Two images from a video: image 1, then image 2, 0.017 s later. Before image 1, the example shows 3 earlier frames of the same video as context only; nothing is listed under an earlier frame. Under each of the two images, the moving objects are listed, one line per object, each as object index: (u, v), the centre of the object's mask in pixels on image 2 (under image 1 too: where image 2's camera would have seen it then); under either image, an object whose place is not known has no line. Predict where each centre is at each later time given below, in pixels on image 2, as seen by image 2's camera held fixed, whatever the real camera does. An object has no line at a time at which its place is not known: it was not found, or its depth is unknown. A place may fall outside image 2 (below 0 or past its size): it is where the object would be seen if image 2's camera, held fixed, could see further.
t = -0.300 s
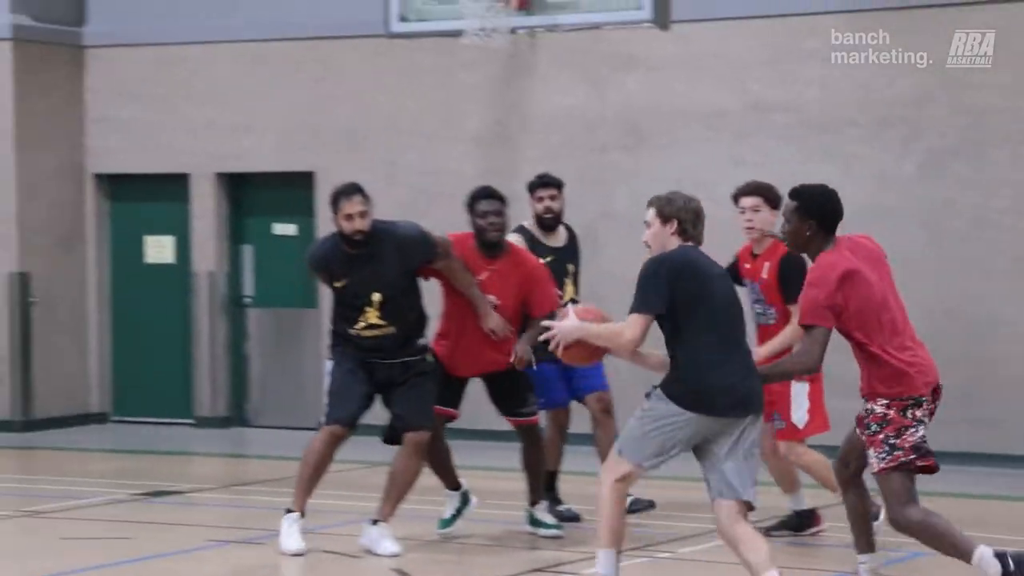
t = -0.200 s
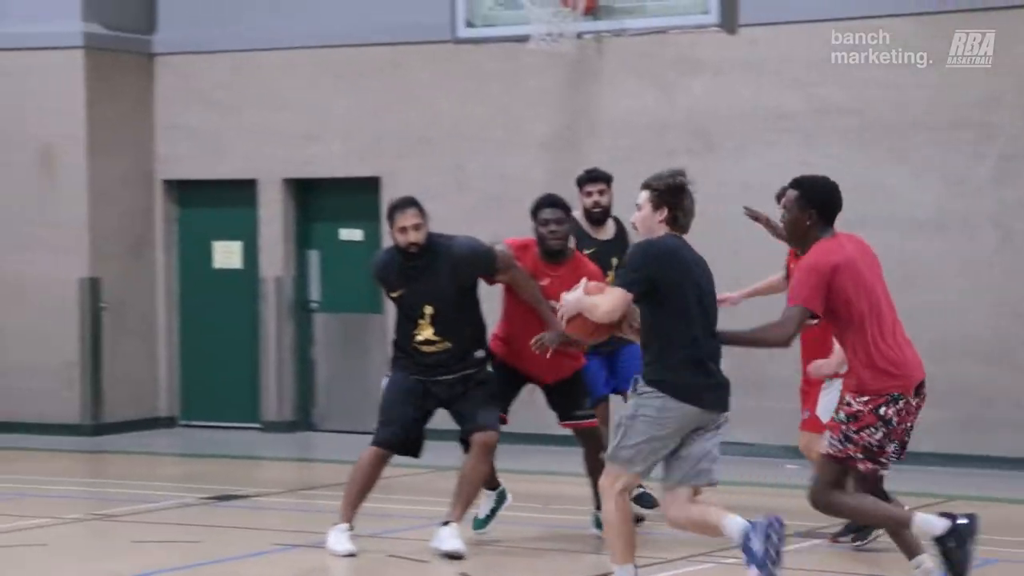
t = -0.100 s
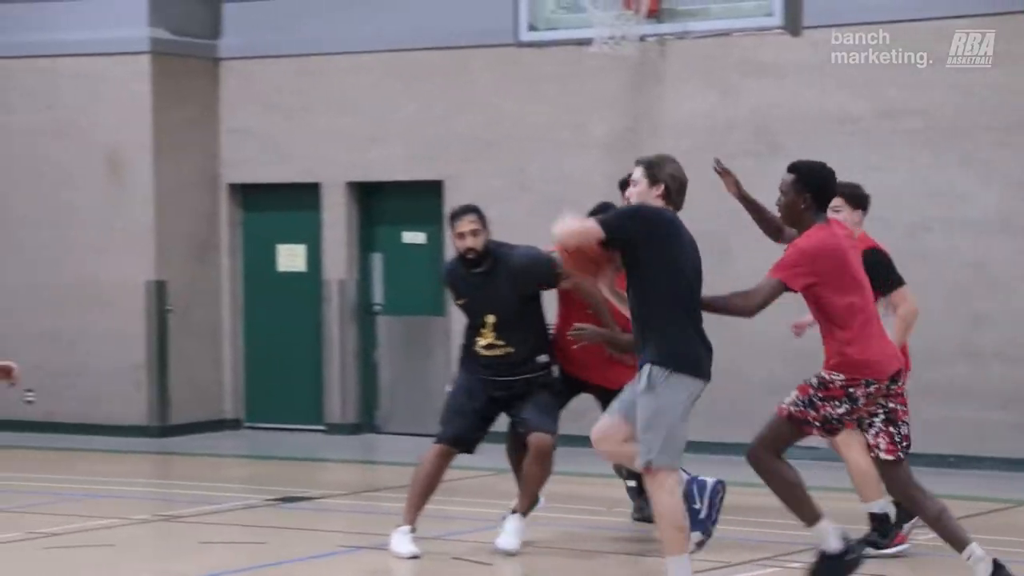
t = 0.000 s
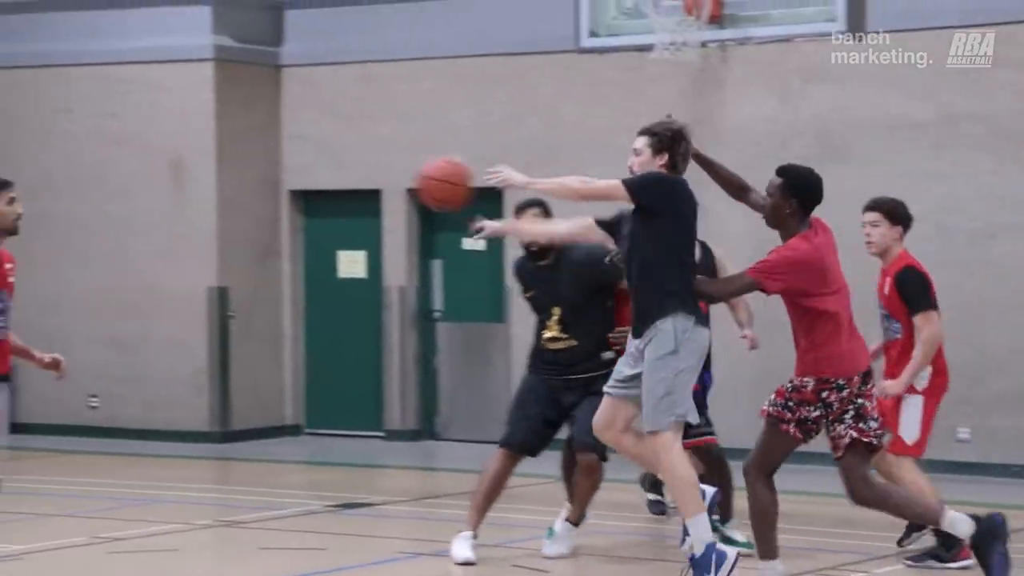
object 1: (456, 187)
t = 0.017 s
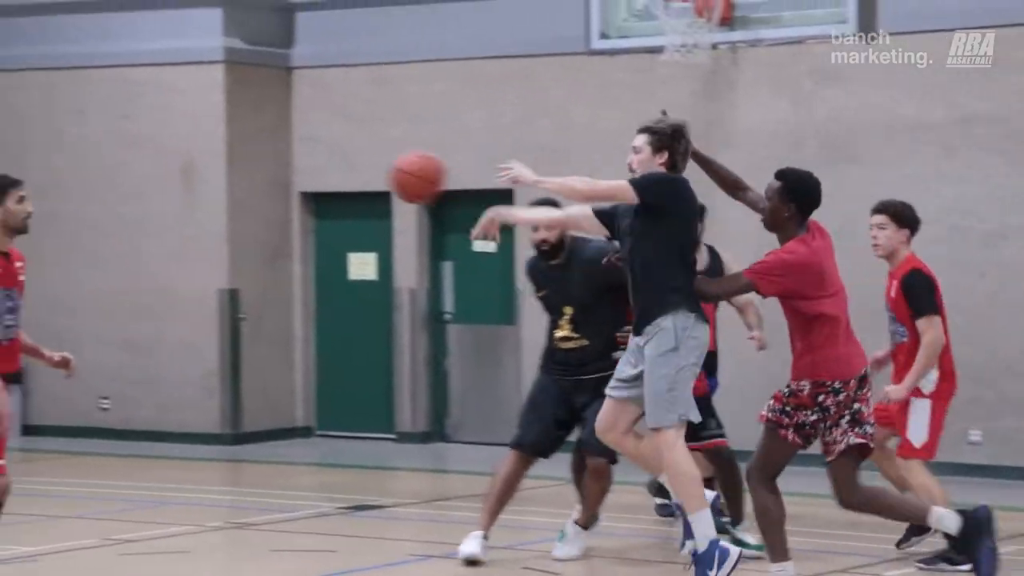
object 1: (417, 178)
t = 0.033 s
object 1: (380, 168)
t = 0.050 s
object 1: (344, 159)
